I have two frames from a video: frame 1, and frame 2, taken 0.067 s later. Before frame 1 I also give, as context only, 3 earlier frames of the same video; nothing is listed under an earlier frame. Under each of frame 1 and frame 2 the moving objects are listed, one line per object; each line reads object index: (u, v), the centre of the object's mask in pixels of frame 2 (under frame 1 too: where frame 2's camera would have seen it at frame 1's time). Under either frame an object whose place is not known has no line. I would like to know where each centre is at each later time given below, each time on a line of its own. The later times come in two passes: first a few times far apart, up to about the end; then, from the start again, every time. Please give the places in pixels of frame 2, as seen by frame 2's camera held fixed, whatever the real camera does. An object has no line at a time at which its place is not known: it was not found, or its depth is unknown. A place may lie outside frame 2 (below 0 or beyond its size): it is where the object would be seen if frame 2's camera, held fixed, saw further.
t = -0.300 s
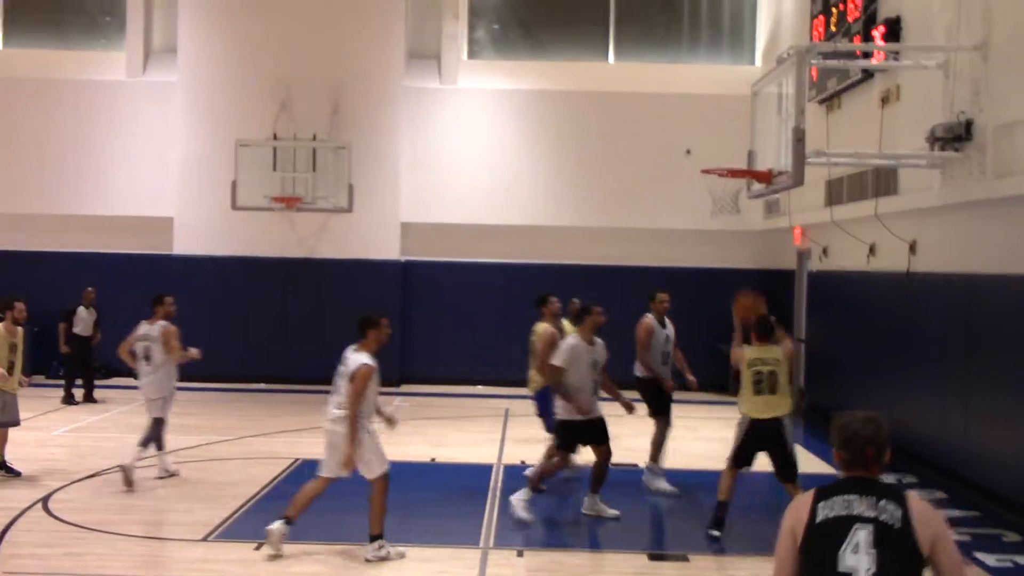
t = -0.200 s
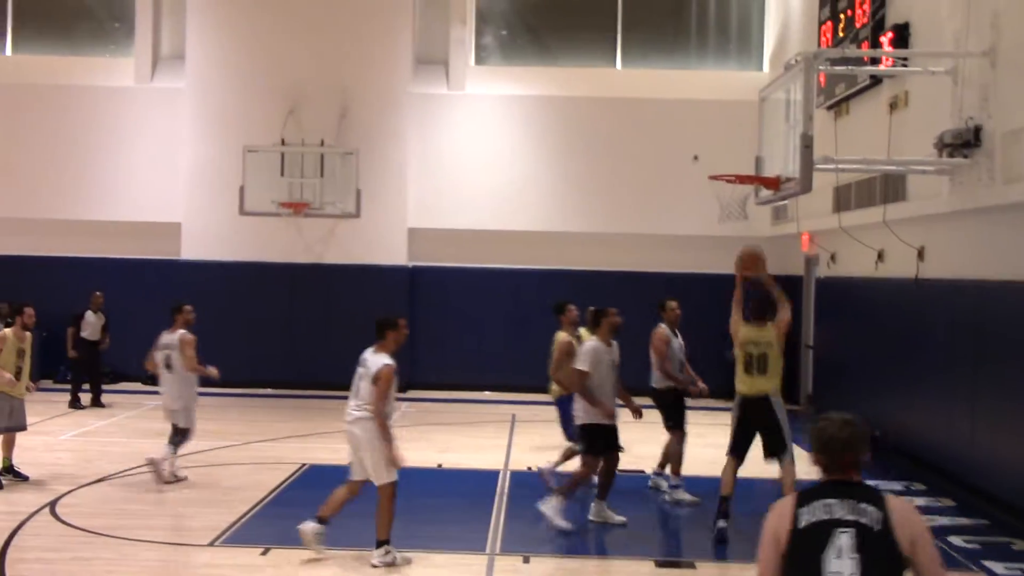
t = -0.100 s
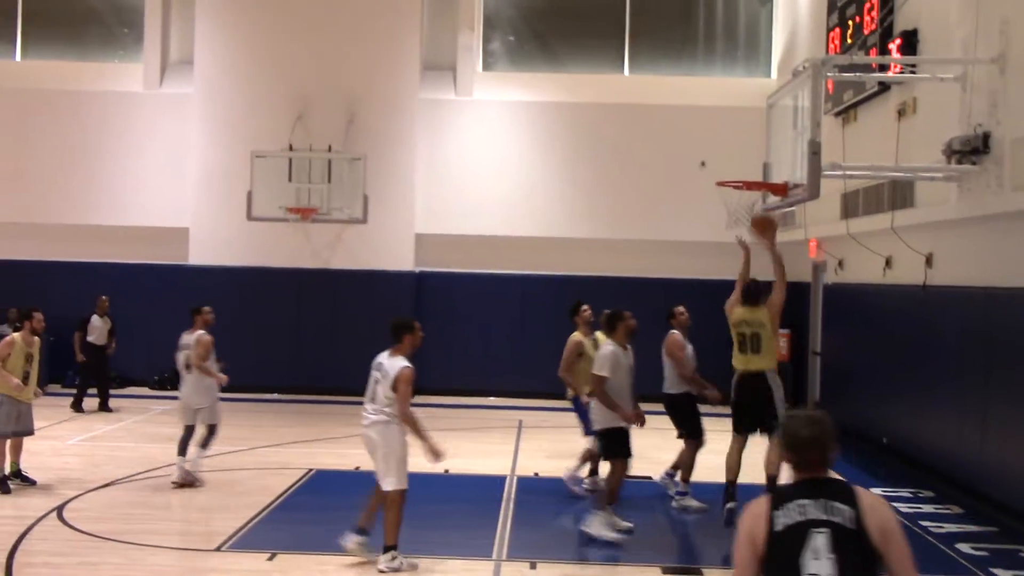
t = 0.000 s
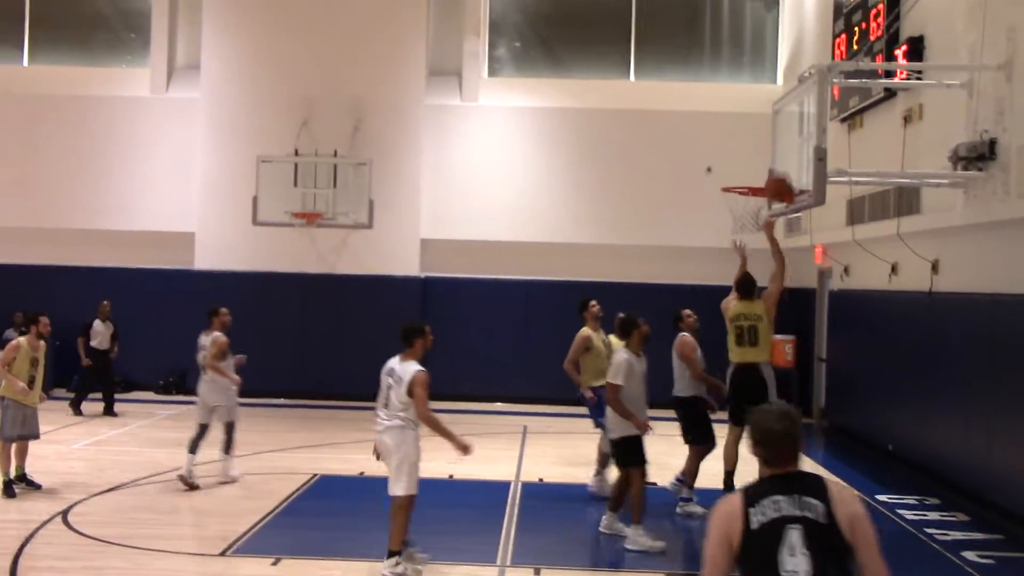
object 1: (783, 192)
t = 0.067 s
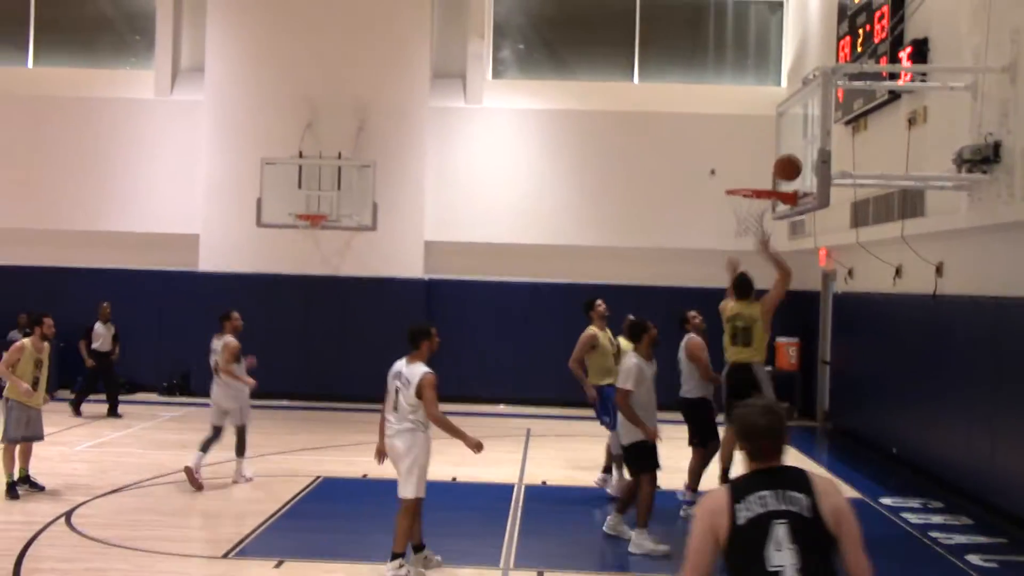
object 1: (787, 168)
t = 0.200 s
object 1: (784, 146)
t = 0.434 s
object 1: (755, 163)
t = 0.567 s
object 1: (738, 198)
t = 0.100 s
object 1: (790, 159)
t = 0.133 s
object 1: (791, 152)
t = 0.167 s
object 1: (787, 149)
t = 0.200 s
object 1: (784, 146)
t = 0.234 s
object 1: (779, 145)
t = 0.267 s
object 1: (776, 145)
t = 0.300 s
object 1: (772, 146)
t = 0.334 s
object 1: (768, 149)
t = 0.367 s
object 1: (764, 152)
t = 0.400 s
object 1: (759, 157)
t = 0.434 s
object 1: (755, 163)
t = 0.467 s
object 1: (751, 170)
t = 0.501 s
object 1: (747, 177)
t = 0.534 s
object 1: (744, 186)
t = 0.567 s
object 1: (738, 198)
